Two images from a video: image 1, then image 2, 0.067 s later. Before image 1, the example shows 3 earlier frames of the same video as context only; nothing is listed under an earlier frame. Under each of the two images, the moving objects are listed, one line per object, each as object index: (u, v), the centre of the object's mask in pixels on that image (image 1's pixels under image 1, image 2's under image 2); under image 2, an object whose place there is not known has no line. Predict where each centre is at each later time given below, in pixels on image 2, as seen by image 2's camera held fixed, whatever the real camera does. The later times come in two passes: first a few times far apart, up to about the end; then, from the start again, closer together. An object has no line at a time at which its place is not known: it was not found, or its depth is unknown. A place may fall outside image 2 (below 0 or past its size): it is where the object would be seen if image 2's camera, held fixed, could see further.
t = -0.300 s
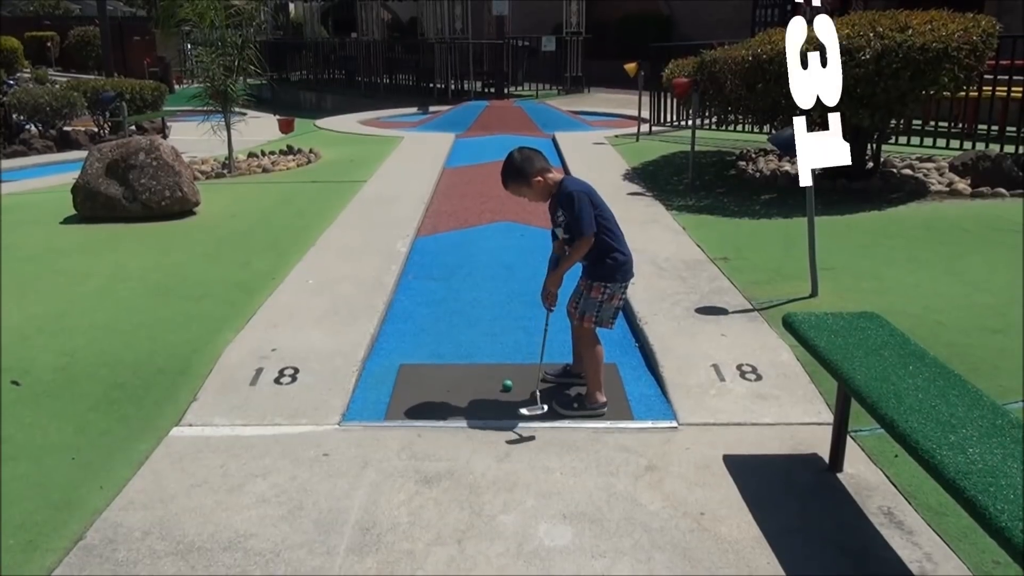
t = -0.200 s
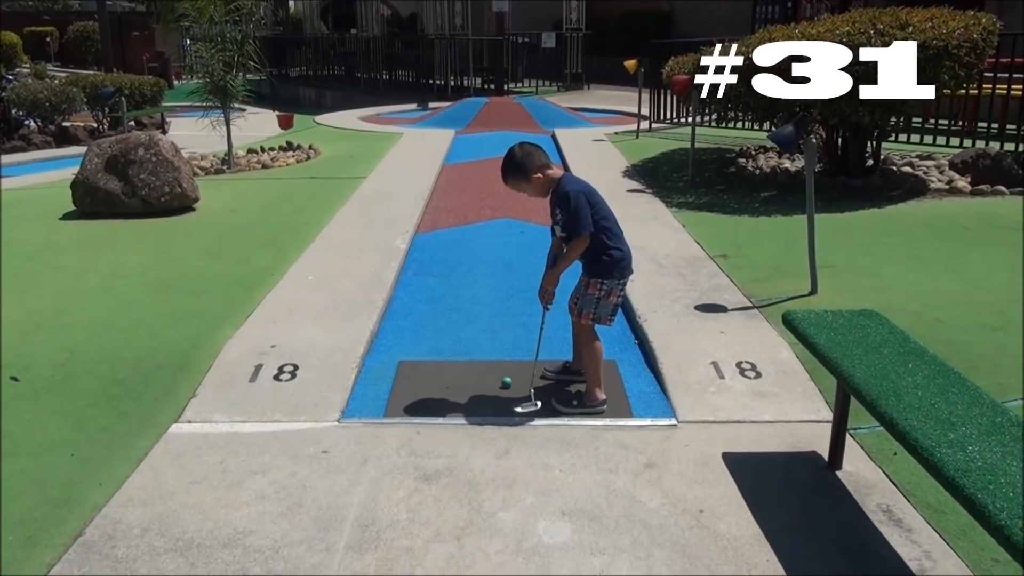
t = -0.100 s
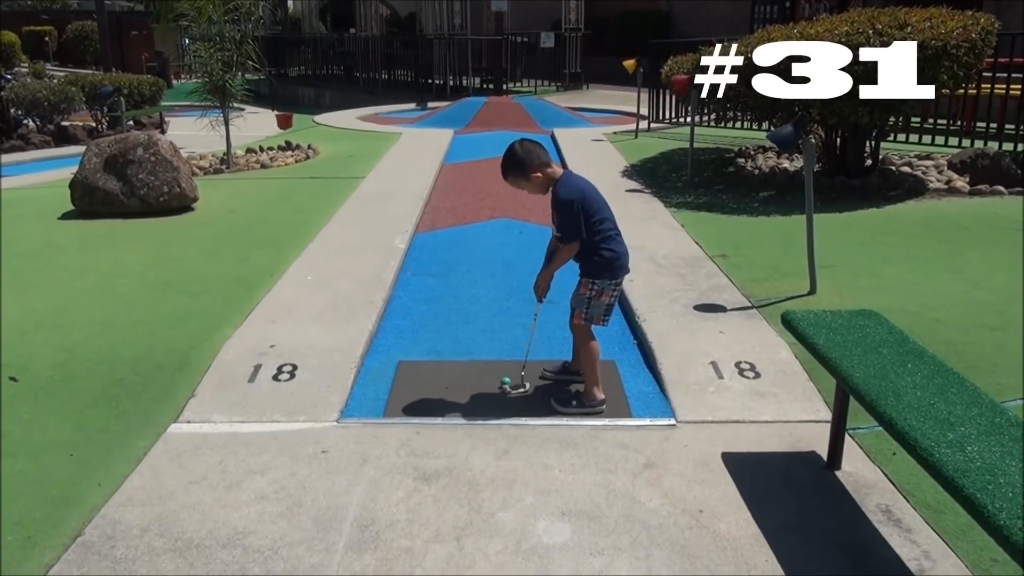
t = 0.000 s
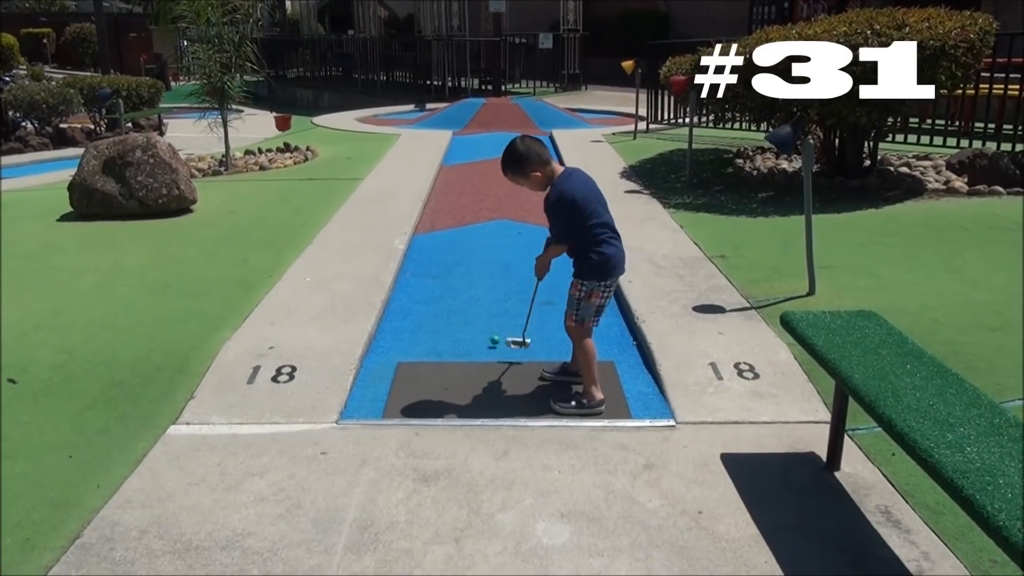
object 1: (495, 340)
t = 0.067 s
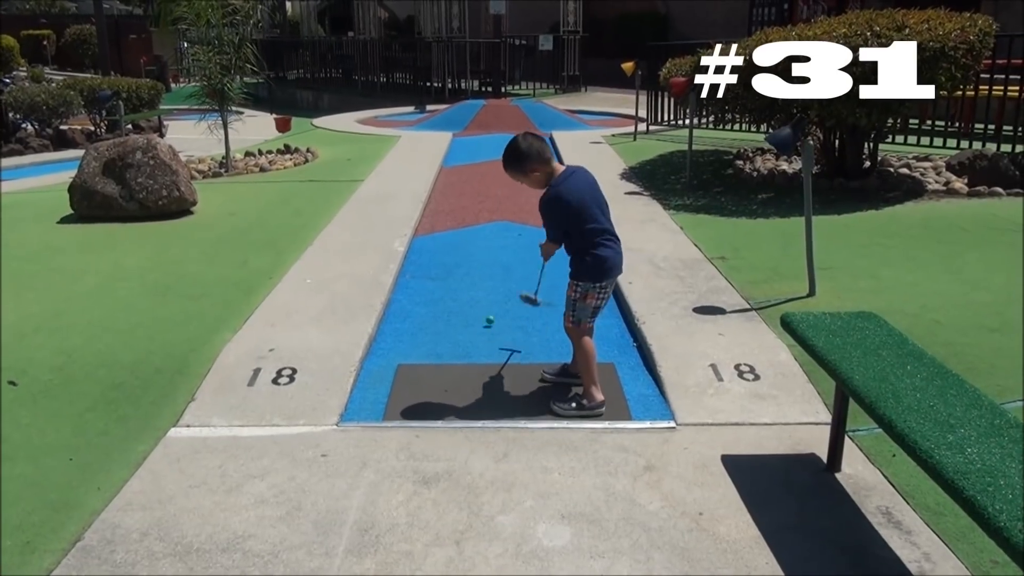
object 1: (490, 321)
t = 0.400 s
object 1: (474, 255)
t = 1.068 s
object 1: (461, 190)
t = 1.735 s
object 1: (455, 156)
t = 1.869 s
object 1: (454, 150)
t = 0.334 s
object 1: (476, 265)
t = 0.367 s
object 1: (475, 260)
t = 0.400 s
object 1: (474, 255)
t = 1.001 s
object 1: (462, 195)
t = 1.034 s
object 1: (462, 192)
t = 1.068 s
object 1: (461, 190)
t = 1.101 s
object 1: (461, 187)
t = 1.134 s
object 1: (461, 185)
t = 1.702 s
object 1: (455, 157)
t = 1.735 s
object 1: (455, 156)
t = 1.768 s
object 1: (455, 154)
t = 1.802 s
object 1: (454, 153)
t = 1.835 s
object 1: (454, 152)
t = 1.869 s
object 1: (454, 150)
